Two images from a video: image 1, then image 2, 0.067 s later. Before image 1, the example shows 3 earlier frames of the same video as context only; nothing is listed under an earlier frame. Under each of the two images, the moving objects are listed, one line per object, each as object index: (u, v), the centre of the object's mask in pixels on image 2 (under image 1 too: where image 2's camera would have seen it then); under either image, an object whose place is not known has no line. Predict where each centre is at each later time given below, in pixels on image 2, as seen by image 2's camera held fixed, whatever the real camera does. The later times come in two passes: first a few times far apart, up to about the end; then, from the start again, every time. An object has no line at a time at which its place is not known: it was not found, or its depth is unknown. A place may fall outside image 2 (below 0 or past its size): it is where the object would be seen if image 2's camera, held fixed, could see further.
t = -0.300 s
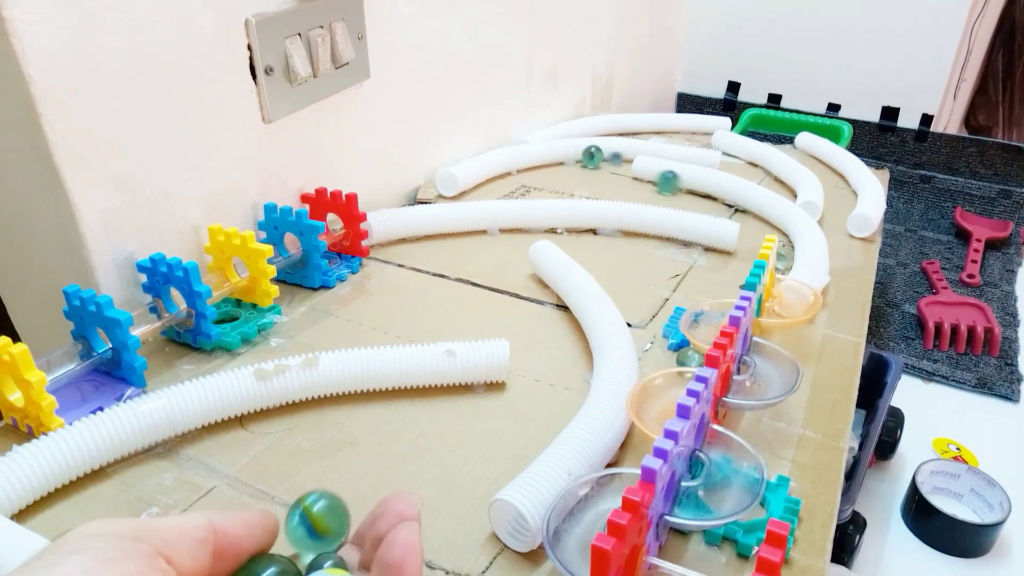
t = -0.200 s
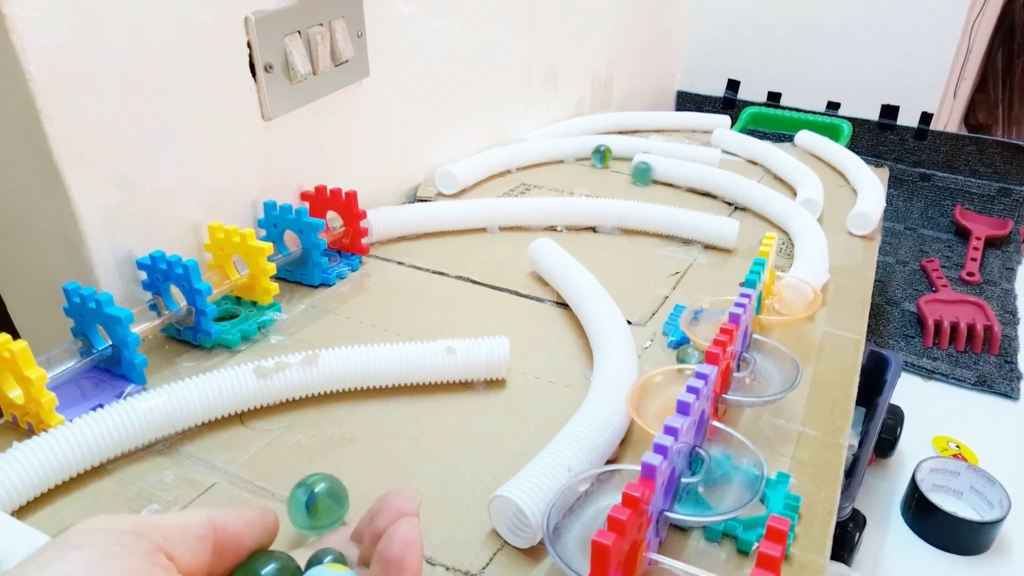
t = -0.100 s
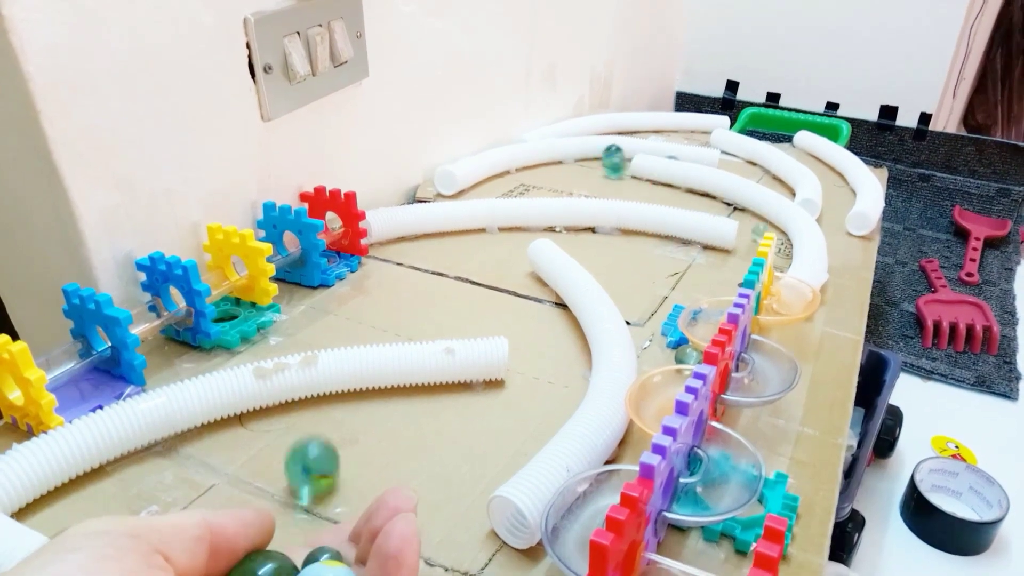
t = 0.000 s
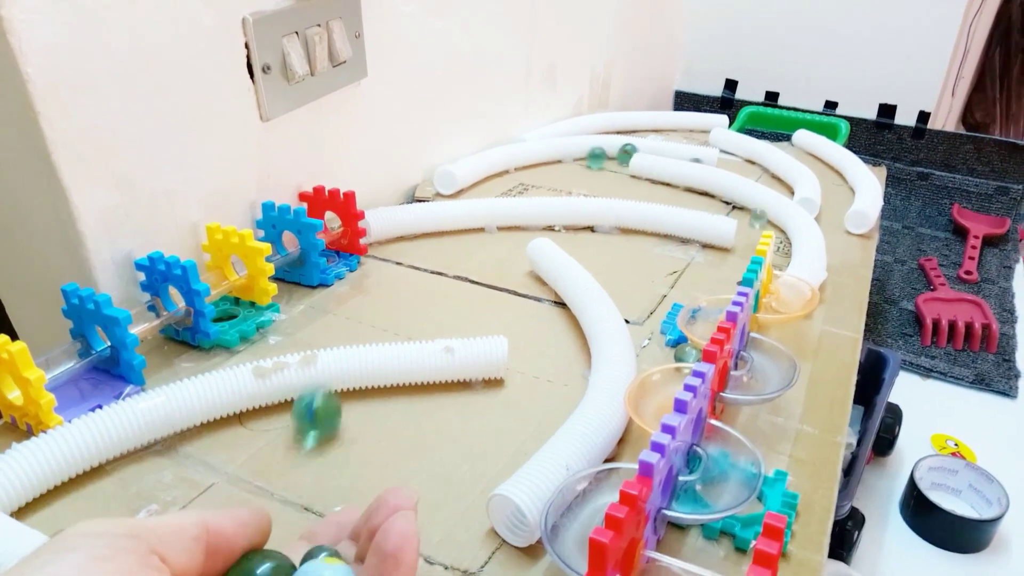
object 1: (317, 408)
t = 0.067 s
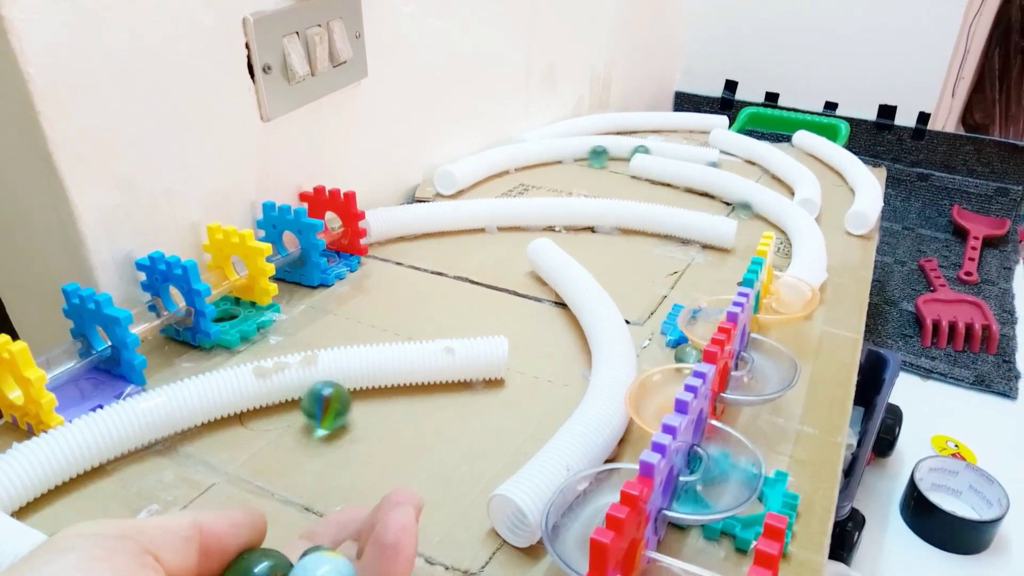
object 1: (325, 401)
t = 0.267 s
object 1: (373, 389)
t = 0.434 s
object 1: (426, 381)
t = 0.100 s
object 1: (331, 401)
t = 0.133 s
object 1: (338, 401)
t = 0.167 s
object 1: (346, 400)
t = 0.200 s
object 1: (354, 397)
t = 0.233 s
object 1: (363, 392)
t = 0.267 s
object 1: (373, 389)
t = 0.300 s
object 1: (381, 386)
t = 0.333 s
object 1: (392, 385)
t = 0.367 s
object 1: (402, 385)
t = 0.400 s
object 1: (414, 383)
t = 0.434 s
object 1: (426, 381)
